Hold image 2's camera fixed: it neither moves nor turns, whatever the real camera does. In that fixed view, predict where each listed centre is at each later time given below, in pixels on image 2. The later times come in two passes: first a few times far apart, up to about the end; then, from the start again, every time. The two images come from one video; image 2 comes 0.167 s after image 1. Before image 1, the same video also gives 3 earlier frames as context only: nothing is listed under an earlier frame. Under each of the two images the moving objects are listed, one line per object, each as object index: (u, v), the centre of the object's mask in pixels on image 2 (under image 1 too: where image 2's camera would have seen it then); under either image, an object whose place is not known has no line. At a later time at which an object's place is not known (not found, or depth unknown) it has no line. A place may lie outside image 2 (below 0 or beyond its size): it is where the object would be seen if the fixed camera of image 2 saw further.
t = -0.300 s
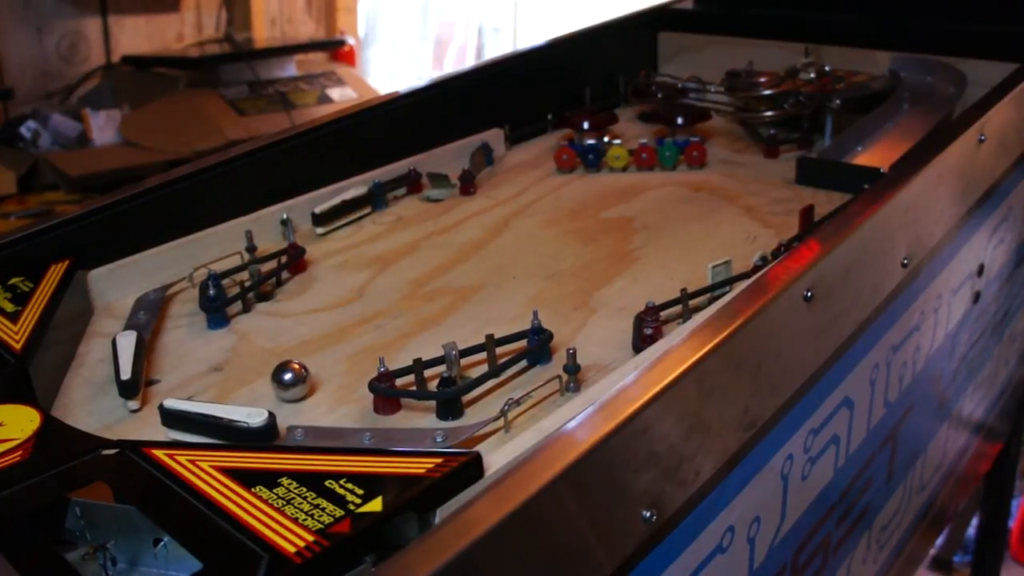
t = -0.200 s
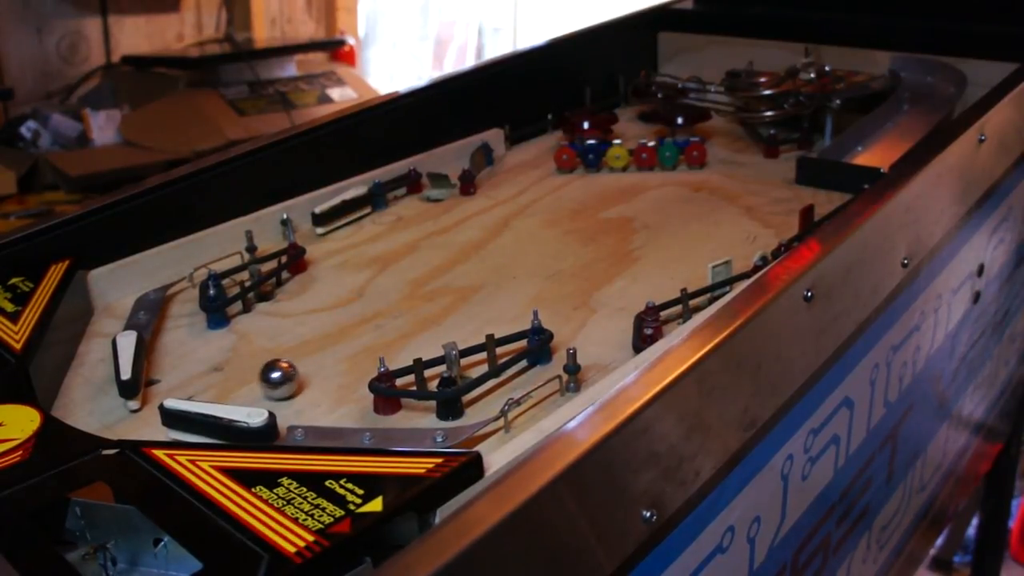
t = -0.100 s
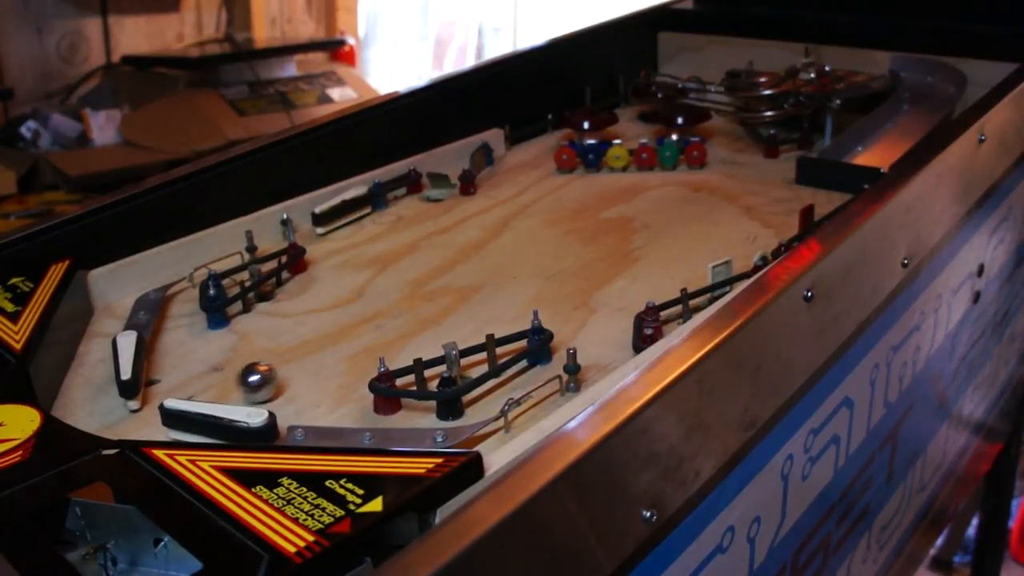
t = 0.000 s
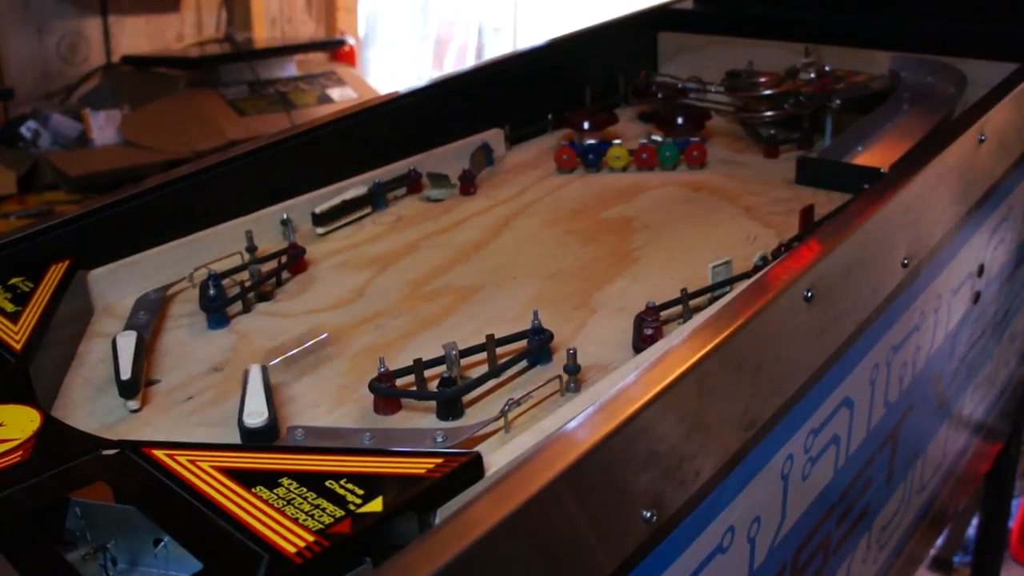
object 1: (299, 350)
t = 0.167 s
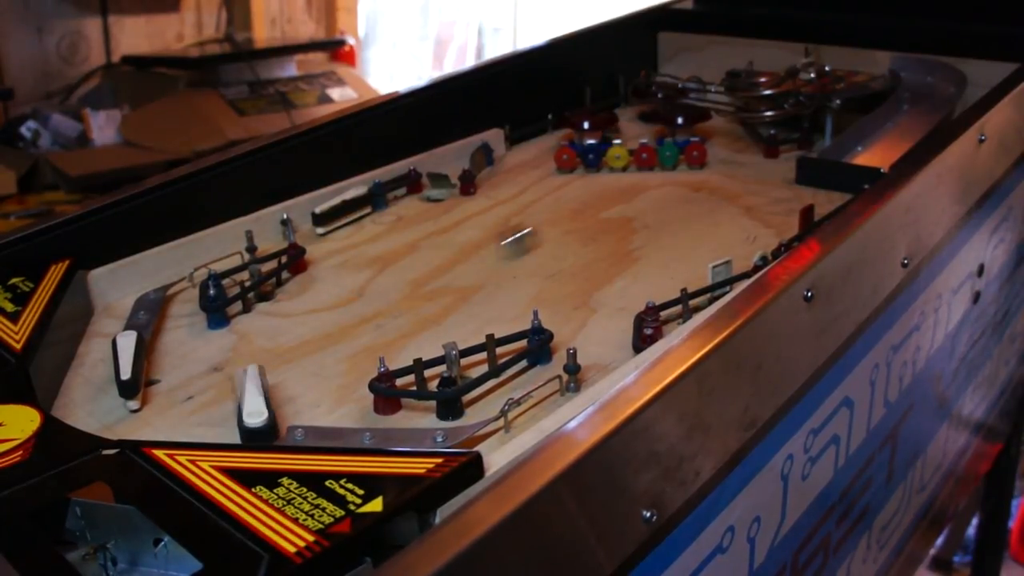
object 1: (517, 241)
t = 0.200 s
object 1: (546, 225)
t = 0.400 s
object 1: (686, 160)
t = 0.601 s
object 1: (836, 201)
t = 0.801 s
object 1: (705, 220)
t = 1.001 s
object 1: (567, 245)
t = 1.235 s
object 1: (352, 290)
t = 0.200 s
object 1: (546, 225)
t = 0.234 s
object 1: (573, 210)
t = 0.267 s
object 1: (597, 197)
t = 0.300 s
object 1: (622, 186)
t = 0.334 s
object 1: (643, 174)
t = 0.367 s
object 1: (664, 164)
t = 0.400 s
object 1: (686, 160)
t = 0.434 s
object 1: (711, 166)
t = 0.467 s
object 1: (736, 178)
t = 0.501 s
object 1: (764, 186)
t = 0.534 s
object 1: (787, 195)
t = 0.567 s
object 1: (816, 200)
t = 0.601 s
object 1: (836, 201)
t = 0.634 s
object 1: (823, 187)
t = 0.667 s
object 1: (799, 184)
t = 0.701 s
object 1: (772, 187)
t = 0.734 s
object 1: (747, 210)
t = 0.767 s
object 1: (725, 213)
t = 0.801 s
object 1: (705, 220)
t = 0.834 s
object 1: (683, 223)
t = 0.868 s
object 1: (663, 227)
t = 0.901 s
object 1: (641, 231)
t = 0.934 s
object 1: (615, 234)
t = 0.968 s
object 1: (593, 238)
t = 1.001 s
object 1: (567, 245)
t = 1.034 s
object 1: (541, 249)
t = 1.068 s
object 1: (513, 254)
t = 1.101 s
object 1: (483, 260)
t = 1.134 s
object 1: (453, 267)
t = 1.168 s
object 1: (422, 275)
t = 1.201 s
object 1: (388, 282)
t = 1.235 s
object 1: (352, 290)
